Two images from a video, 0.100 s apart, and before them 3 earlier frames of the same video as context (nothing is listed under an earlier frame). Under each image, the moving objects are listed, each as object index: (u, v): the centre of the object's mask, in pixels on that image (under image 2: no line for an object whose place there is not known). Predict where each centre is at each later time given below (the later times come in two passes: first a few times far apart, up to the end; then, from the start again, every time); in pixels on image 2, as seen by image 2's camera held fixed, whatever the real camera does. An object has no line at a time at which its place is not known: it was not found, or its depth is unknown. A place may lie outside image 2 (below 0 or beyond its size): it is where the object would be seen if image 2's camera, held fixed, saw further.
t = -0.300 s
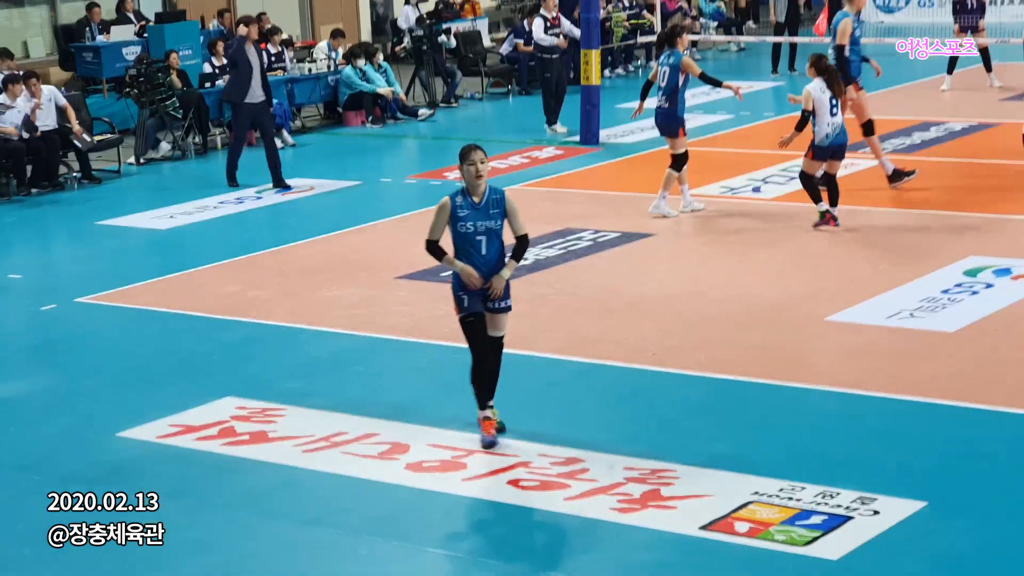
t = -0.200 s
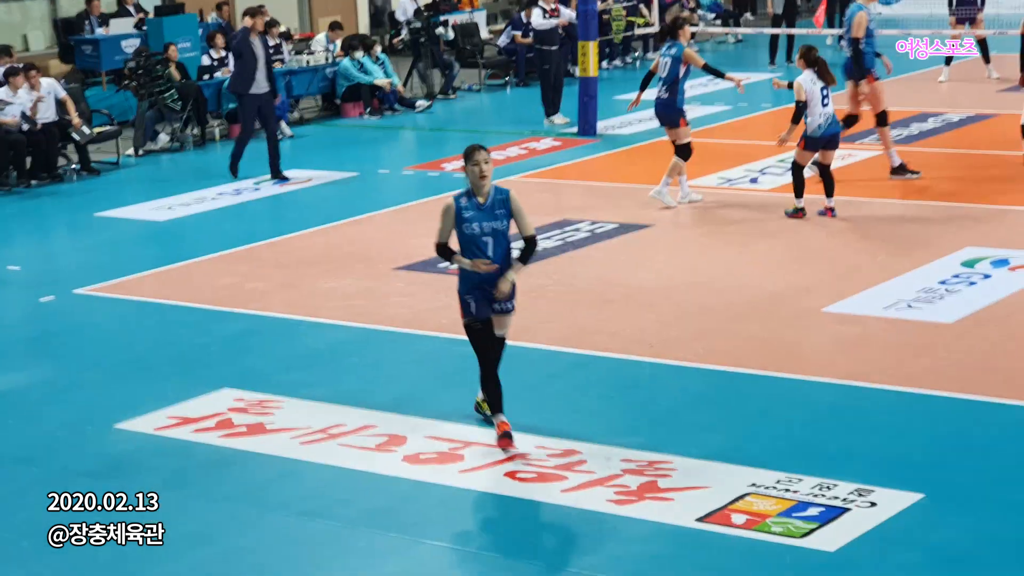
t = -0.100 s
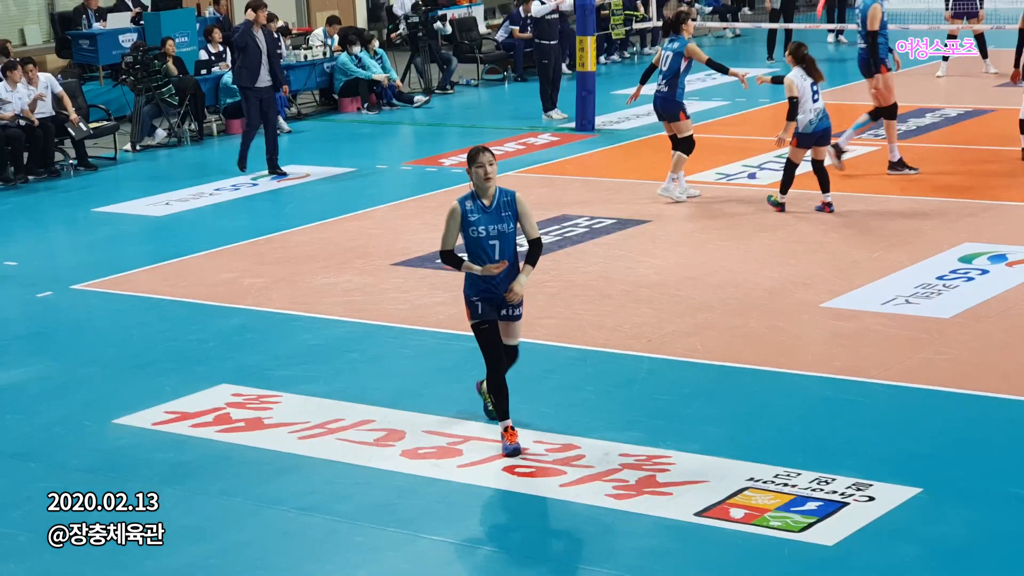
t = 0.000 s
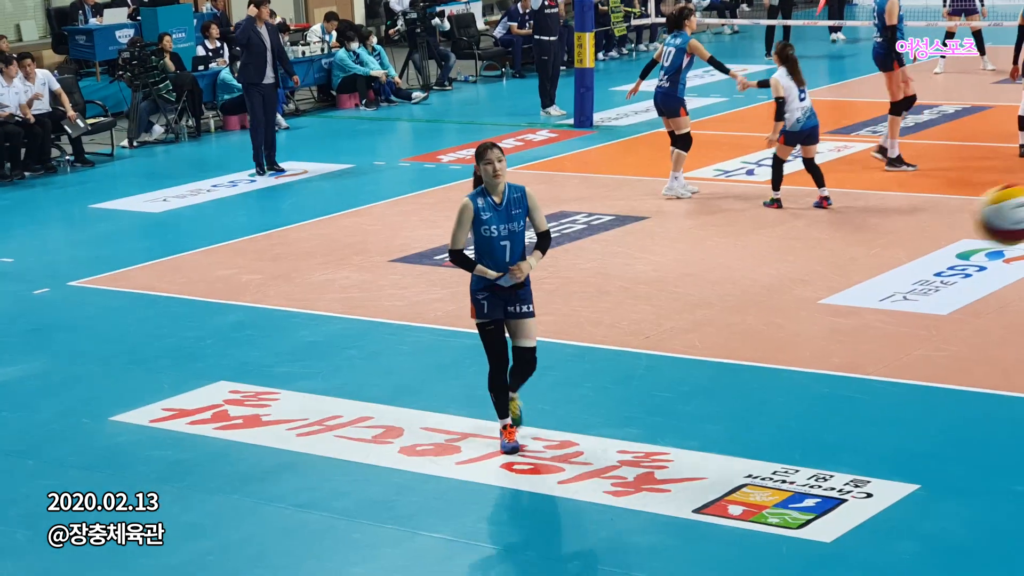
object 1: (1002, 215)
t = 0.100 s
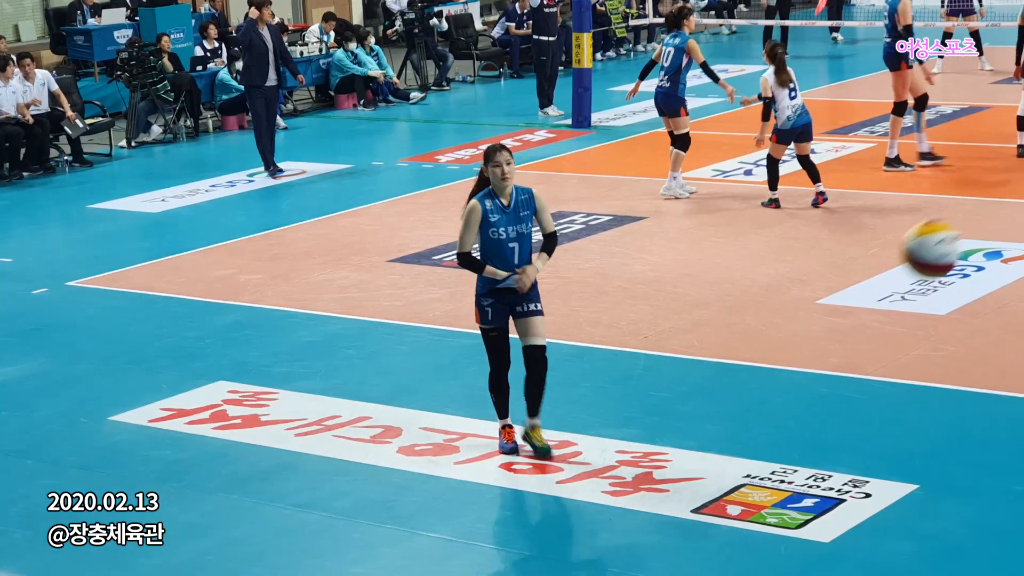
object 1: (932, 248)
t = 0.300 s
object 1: (810, 381)
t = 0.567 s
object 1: (704, 511)
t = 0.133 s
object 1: (909, 264)
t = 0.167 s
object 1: (887, 284)
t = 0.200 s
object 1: (865, 307)
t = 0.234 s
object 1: (848, 329)
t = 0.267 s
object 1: (830, 352)
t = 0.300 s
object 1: (810, 381)
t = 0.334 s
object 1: (794, 408)
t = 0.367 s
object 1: (778, 437)
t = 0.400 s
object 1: (763, 466)
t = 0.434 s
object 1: (748, 502)
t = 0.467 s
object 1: (733, 539)
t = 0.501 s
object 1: (722, 563)
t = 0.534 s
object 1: (712, 545)
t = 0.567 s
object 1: (704, 511)
